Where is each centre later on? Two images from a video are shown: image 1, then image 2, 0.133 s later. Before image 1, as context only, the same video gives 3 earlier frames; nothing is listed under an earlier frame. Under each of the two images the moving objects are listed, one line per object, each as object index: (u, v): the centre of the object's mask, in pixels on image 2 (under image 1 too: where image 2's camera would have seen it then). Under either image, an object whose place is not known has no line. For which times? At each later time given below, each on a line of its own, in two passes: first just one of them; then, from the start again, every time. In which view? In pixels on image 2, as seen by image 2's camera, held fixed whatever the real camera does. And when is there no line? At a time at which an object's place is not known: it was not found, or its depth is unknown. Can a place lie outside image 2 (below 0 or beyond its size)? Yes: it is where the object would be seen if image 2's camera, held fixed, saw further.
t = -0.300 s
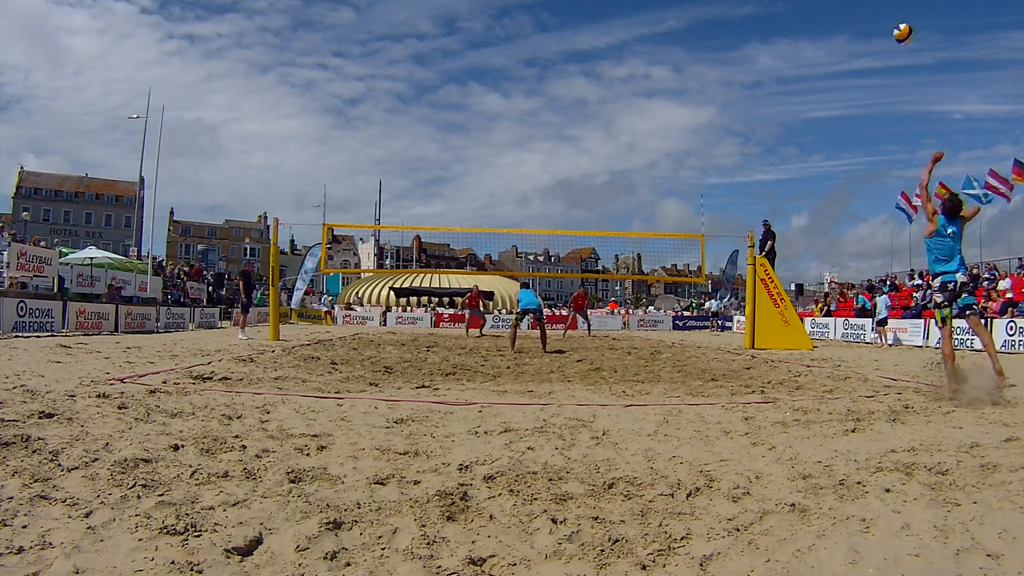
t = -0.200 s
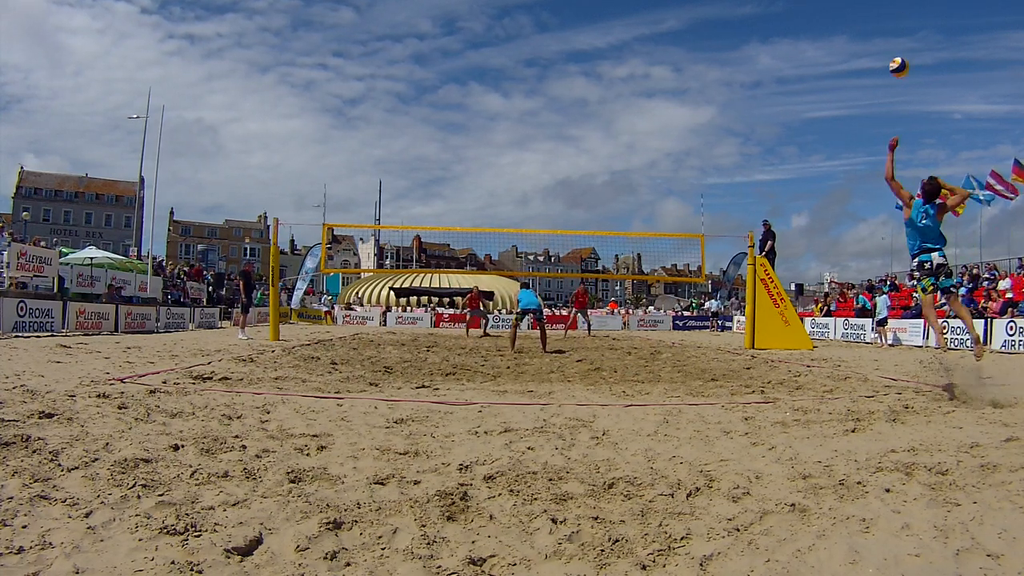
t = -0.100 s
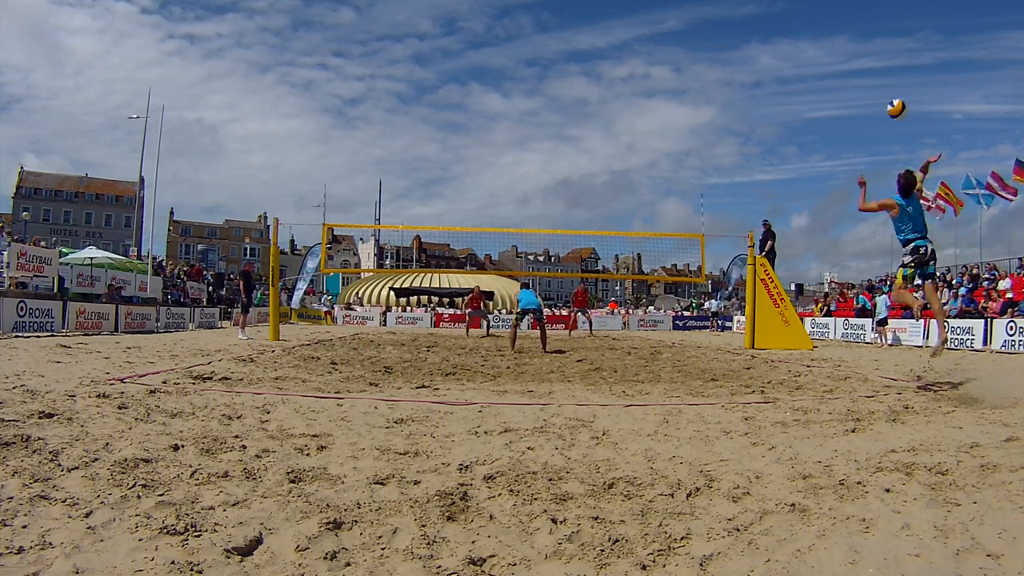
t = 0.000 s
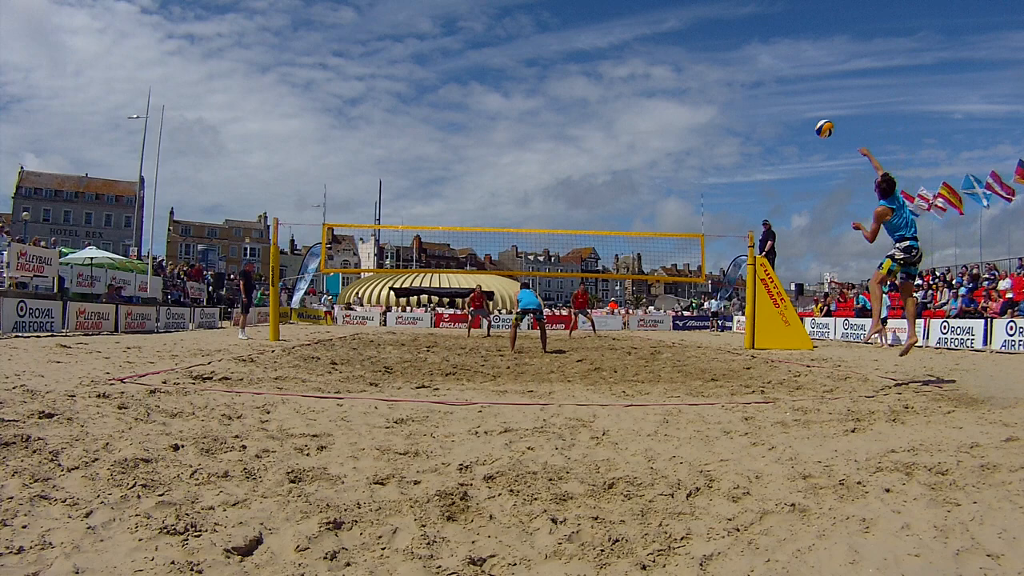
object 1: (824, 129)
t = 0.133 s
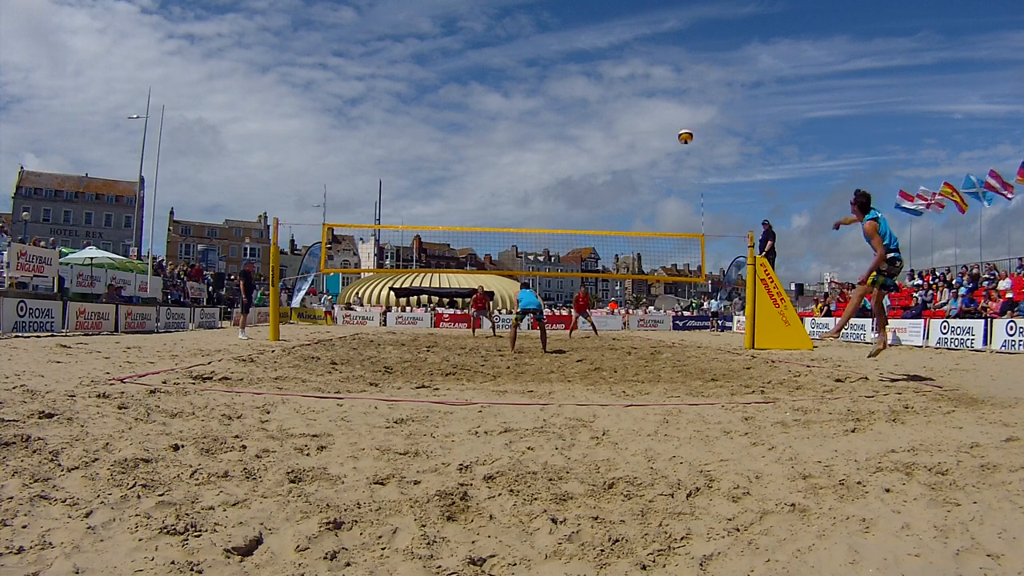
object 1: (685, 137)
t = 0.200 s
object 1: (633, 147)
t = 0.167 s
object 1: (658, 141)
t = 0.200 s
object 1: (633, 147)
